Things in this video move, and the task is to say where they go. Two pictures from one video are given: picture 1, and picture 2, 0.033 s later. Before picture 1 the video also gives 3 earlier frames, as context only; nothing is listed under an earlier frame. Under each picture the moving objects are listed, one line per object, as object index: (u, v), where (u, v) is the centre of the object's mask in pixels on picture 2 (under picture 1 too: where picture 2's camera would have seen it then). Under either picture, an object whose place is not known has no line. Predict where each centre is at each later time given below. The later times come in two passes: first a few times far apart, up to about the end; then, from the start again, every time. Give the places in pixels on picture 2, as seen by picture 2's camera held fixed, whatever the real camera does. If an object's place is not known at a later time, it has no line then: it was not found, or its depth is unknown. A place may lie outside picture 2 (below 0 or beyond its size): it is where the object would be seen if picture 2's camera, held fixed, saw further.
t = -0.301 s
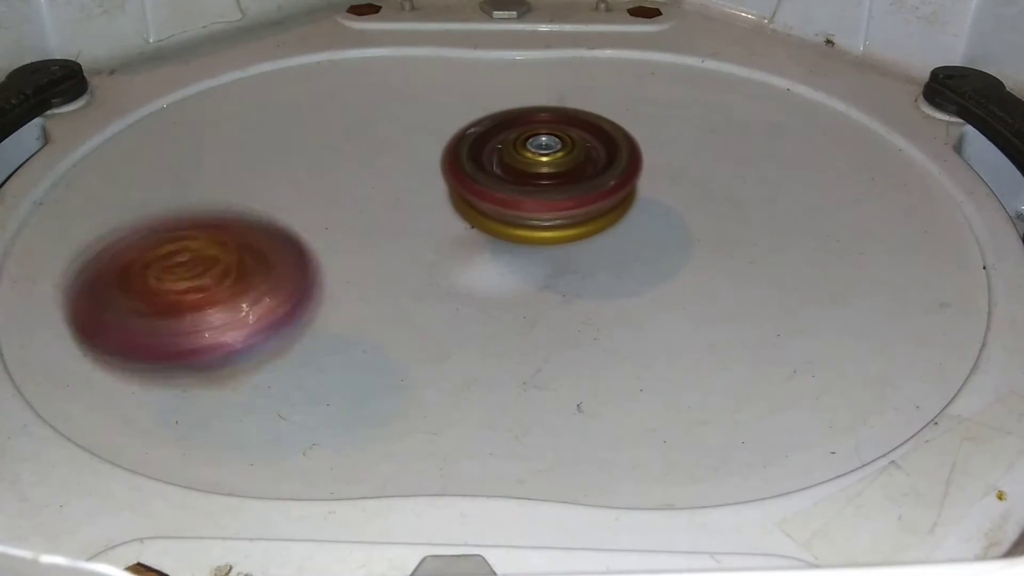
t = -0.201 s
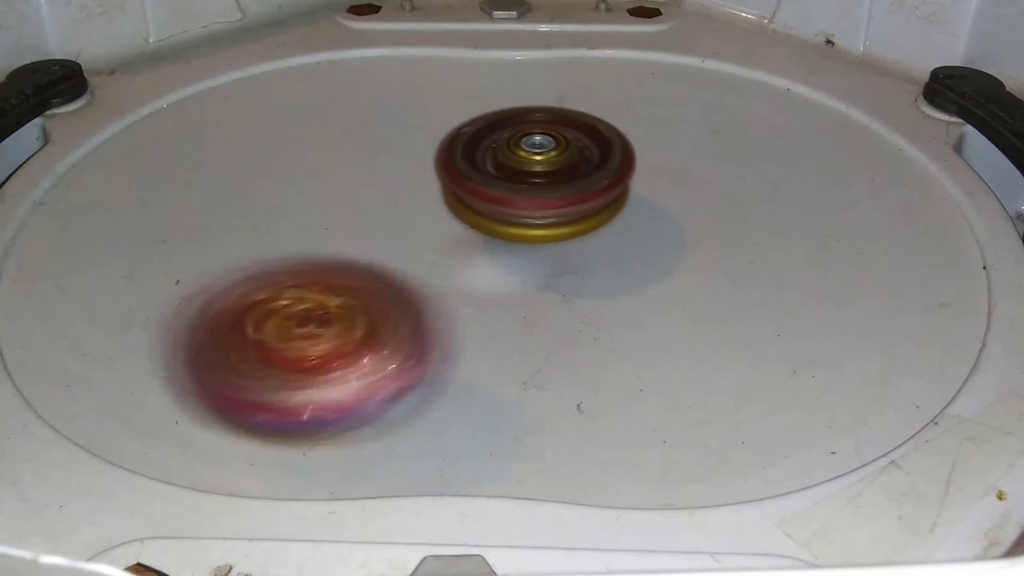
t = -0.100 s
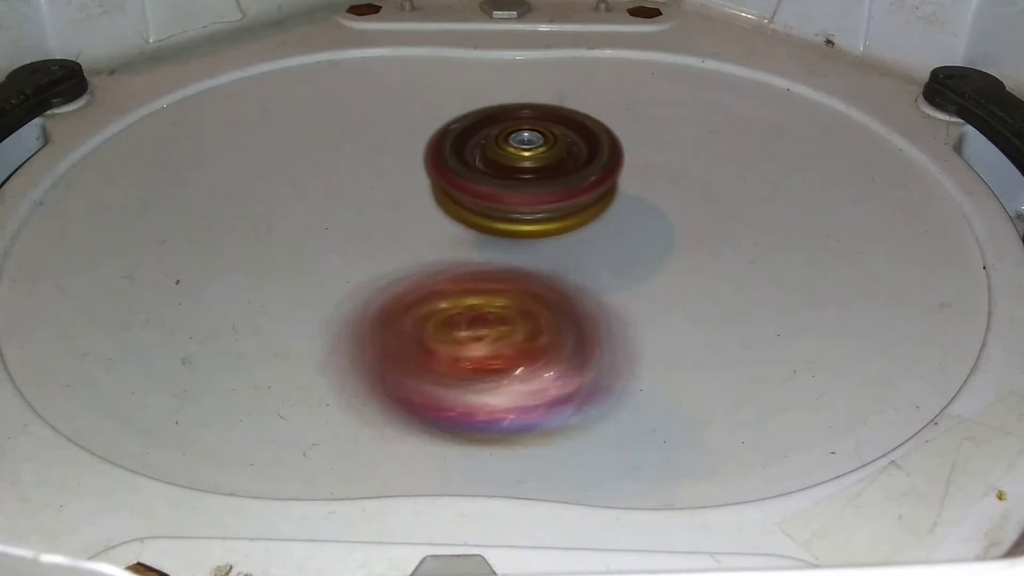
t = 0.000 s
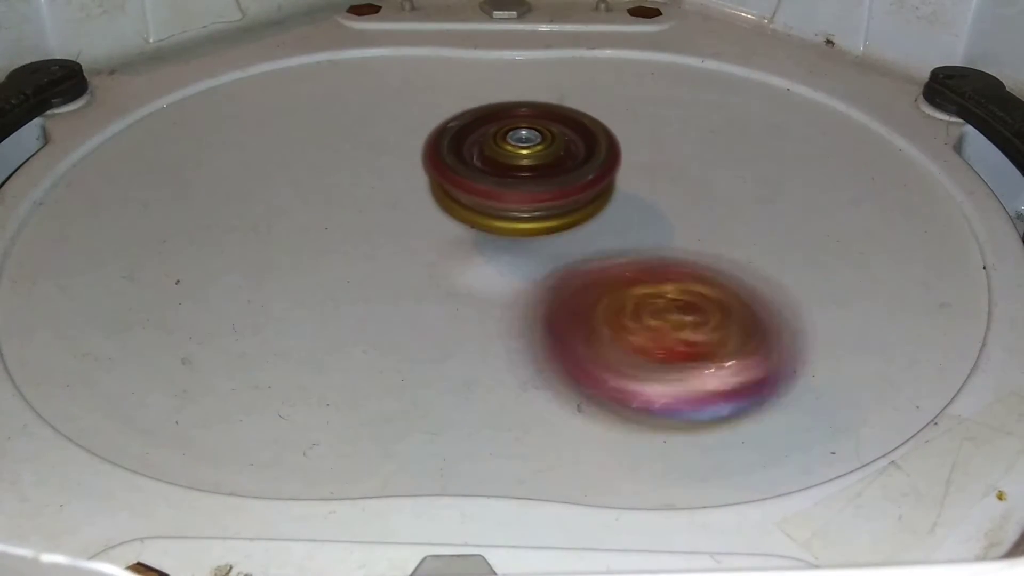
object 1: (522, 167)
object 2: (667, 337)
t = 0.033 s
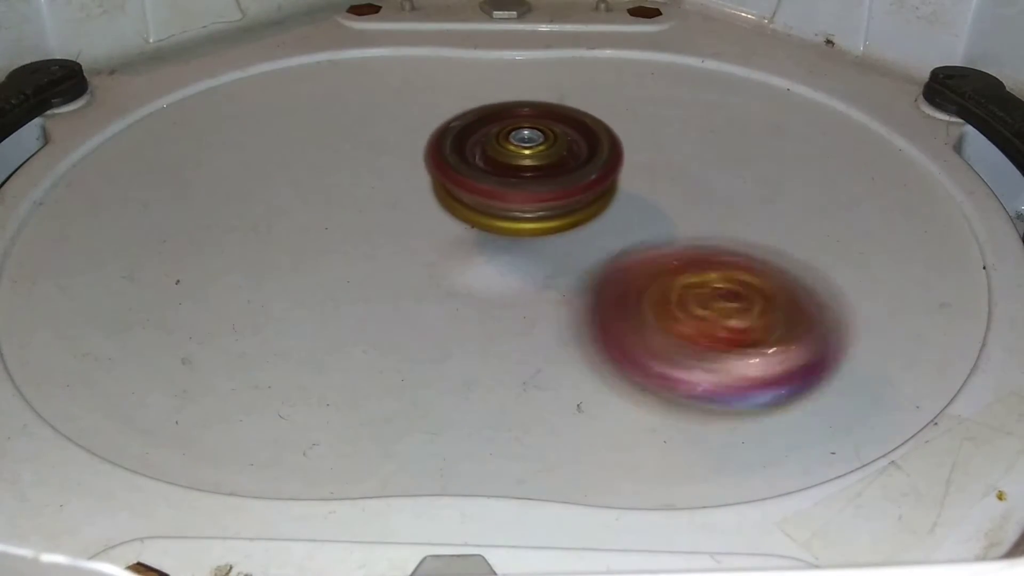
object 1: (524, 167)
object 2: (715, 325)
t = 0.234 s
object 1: (535, 173)
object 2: (826, 199)
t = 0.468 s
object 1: (528, 169)
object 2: (722, 76)
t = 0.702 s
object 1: (563, 192)
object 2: (507, 56)
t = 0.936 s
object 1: (557, 224)
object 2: (304, 133)
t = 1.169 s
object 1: (520, 234)
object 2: (269, 278)
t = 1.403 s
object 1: (532, 208)
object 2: (526, 346)
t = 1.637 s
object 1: (548, 220)
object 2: (792, 272)
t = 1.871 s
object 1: (549, 210)
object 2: (765, 146)
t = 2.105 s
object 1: (556, 207)
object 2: (615, 75)
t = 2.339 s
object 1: (555, 194)
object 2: (417, 85)
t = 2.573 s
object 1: (552, 189)
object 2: (279, 167)
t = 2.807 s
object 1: (556, 187)
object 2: (304, 286)
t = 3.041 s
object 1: (545, 177)
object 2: (547, 327)
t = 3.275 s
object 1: (548, 178)
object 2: (753, 264)
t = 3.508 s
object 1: (535, 172)
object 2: (766, 158)
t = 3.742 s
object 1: (550, 179)
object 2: (662, 88)
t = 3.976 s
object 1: (556, 203)
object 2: (505, 86)
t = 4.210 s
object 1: (558, 199)
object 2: (361, 143)
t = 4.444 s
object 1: (543, 222)
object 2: (285, 227)
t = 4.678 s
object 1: (541, 216)
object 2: (341, 309)
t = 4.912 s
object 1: (584, 173)
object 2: (459, 361)
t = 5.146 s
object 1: (628, 143)
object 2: (593, 376)
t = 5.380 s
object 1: (642, 130)
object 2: (665, 301)
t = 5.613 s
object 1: (618, 131)
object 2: (742, 234)
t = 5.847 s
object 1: (576, 157)
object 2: (846, 187)
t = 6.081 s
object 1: (466, 173)
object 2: (866, 171)
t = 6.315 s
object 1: (396, 176)
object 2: (745, 182)
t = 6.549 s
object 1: (394, 182)
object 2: (677, 148)
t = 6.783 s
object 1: (424, 198)
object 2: (672, 97)
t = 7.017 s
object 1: (464, 233)
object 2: (702, 84)
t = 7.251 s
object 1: (480, 232)
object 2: (660, 126)
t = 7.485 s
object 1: (561, 215)
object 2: (590, 114)
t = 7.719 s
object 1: (622, 213)
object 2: (556, 83)
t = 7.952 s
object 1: (640, 212)
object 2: (544, 89)
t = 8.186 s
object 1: (675, 239)
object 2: (534, 118)
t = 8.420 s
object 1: (658, 262)
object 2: (464, 141)
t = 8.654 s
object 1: (593, 258)
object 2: (420, 136)
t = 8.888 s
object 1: (520, 228)
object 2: (390, 157)
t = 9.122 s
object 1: (554, 215)
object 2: (359, 152)
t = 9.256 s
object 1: (553, 214)
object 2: (370, 149)
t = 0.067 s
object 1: (528, 168)
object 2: (751, 308)
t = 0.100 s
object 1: (532, 169)
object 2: (780, 288)
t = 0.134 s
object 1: (534, 171)
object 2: (801, 268)
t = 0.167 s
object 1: (535, 171)
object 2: (816, 244)
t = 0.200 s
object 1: (536, 172)
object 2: (823, 221)
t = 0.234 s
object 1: (535, 173)
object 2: (826, 199)
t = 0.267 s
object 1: (533, 173)
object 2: (822, 177)
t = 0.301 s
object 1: (530, 172)
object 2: (815, 157)
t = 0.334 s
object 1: (527, 171)
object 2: (803, 138)
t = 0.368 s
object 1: (524, 170)
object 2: (788, 120)
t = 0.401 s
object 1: (522, 169)
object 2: (768, 103)
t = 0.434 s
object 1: (524, 169)
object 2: (746, 89)
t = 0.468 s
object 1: (528, 169)
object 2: (722, 76)
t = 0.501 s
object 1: (533, 170)
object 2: (696, 66)
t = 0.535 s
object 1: (539, 172)
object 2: (666, 57)
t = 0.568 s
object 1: (545, 175)
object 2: (637, 51)
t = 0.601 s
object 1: (551, 178)
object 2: (605, 48)
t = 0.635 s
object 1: (555, 182)
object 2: (573, 48)
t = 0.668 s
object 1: (560, 186)
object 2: (540, 50)
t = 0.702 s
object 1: (563, 192)
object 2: (507, 56)
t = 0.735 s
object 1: (565, 197)
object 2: (472, 64)
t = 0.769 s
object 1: (565, 203)
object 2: (438, 72)
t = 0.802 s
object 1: (565, 208)
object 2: (405, 80)
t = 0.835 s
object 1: (564, 213)
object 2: (375, 90)
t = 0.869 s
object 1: (562, 217)
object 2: (347, 103)
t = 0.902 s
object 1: (560, 221)
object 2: (324, 117)
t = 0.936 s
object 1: (557, 224)
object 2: (304, 133)
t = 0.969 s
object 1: (554, 227)
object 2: (287, 151)
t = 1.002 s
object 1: (550, 229)
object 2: (272, 170)
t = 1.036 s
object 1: (546, 230)
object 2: (262, 190)
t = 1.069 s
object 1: (540, 232)
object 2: (257, 210)
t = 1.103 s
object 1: (535, 233)
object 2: (255, 231)
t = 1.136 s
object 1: (529, 234)
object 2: (258, 253)
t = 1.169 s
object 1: (520, 234)
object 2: (269, 278)
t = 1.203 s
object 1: (509, 234)
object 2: (285, 295)
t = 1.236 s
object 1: (503, 232)
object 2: (309, 313)
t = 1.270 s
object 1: (504, 228)
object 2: (342, 328)
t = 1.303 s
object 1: (507, 222)
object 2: (382, 337)
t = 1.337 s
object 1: (511, 217)
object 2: (426, 341)
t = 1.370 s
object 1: (520, 212)
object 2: (476, 344)
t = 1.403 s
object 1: (532, 208)
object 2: (526, 346)
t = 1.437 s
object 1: (543, 208)
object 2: (578, 348)
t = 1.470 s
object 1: (547, 208)
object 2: (629, 345)
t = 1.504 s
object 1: (549, 211)
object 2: (676, 338)
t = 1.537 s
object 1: (550, 213)
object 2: (719, 326)
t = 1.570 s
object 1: (551, 216)
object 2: (751, 313)
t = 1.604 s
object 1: (550, 218)
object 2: (775, 293)
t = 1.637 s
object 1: (548, 220)
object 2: (792, 272)
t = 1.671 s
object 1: (545, 221)
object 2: (802, 251)
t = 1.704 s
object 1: (541, 223)
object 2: (806, 231)
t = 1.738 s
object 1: (537, 223)
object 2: (805, 211)
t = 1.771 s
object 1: (534, 222)
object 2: (799, 195)
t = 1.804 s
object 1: (537, 219)
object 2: (791, 177)
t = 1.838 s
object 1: (543, 214)
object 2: (780, 162)
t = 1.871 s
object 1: (549, 210)
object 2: (765, 146)
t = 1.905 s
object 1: (553, 207)
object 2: (748, 131)
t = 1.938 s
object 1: (554, 206)
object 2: (729, 118)
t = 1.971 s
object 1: (555, 205)
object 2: (708, 107)
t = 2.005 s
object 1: (556, 205)
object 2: (686, 96)
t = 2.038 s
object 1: (556, 206)
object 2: (663, 88)
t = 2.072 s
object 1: (556, 206)
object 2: (639, 81)
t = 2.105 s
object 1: (556, 207)
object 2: (615, 75)
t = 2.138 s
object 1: (555, 207)
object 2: (587, 71)
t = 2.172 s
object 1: (554, 206)
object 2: (559, 69)
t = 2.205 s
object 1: (553, 204)
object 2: (530, 70)
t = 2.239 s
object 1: (553, 200)
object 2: (500, 72)
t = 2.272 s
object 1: (553, 196)
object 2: (472, 76)
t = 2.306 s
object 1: (554, 194)
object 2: (445, 80)
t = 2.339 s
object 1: (555, 194)
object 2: (417, 85)
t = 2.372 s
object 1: (556, 195)
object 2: (390, 91)
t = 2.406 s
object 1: (557, 196)
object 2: (365, 100)
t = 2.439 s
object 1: (557, 197)
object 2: (341, 111)
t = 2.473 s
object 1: (556, 198)
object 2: (320, 123)
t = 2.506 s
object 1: (553, 199)
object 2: (303, 137)
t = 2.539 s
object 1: (552, 195)
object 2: (290, 151)
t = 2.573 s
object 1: (552, 189)
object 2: (279, 167)
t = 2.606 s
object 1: (553, 185)
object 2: (270, 182)
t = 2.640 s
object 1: (554, 183)
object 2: (264, 199)
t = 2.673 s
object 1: (555, 183)
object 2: (262, 218)
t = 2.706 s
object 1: (555, 184)
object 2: (265, 236)
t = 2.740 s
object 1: (557, 185)
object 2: (273, 255)
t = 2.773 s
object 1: (557, 186)
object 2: (286, 272)
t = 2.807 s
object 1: (556, 187)
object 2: (304, 286)
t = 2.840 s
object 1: (555, 188)
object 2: (323, 298)
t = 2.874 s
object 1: (554, 189)
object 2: (354, 311)
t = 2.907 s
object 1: (553, 188)
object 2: (387, 318)
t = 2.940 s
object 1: (552, 185)
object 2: (423, 322)
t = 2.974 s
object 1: (551, 182)
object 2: (458, 324)
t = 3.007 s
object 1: (548, 179)
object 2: (503, 326)
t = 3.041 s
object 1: (545, 177)
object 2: (547, 327)
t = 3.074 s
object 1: (543, 175)
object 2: (589, 326)
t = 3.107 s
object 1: (541, 174)
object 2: (622, 323)
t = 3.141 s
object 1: (542, 174)
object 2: (659, 315)
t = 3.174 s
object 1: (544, 174)
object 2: (690, 305)
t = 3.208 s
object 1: (546, 175)
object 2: (715, 292)
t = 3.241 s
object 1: (548, 177)
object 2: (735, 278)
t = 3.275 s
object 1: (548, 178)
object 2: (753, 264)
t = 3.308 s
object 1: (547, 178)
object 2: (765, 248)
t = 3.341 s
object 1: (545, 177)
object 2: (773, 230)
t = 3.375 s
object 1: (542, 176)
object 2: (777, 216)
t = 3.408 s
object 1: (539, 174)
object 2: (779, 199)
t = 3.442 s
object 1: (537, 173)
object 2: (777, 184)
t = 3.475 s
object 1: (536, 172)
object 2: (771, 170)
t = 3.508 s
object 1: (535, 172)
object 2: (766, 158)
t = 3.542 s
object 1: (536, 172)
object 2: (756, 144)
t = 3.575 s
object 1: (537, 172)
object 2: (744, 132)
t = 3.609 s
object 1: (539, 172)
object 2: (732, 122)
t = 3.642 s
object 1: (543, 174)
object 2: (716, 112)
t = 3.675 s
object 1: (546, 176)
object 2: (699, 103)
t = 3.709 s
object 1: (548, 178)
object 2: (681, 95)
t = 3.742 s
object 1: (550, 179)
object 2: (662, 88)
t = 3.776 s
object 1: (551, 181)
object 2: (641, 81)
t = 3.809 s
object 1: (553, 182)
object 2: (618, 76)
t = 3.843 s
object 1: (555, 185)
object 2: (597, 75)
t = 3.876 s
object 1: (557, 189)
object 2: (573, 76)
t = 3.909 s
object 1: (558, 193)
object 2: (549, 77)
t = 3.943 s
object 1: (558, 198)
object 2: (528, 81)
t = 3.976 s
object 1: (556, 203)
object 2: (505, 86)
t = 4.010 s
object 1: (555, 203)
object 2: (479, 91)
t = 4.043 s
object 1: (554, 203)
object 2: (458, 99)
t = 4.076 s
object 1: (553, 201)
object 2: (436, 107)
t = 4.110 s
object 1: (554, 197)
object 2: (414, 115)
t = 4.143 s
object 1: (555, 195)
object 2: (396, 124)
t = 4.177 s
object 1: (557, 196)
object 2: (379, 133)
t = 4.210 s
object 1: (558, 199)
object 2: (361, 143)
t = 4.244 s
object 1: (557, 203)
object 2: (346, 154)
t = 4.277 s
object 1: (557, 206)
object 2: (335, 165)
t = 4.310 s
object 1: (556, 208)
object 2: (321, 176)
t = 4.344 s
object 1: (555, 212)
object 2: (309, 188)
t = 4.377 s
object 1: (553, 215)
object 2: (301, 200)
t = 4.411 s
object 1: (549, 219)
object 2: (291, 214)
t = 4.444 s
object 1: (543, 222)
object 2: (285, 227)
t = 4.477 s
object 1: (537, 225)
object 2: (282, 240)
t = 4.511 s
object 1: (531, 226)
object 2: (279, 254)
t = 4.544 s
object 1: (527, 226)
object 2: (284, 267)
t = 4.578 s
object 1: (526, 225)
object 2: (292, 280)
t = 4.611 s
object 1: (530, 223)
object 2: (303, 292)
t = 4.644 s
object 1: (535, 219)
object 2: (321, 301)
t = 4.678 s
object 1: (541, 216)
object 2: (341, 309)
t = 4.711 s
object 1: (547, 213)
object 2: (369, 315)
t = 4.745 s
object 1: (552, 211)
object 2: (397, 317)
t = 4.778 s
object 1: (557, 208)
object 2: (427, 315)
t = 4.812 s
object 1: (559, 204)
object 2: (449, 316)
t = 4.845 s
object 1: (566, 193)
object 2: (446, 341)
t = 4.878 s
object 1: (575, 181)
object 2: (449, 353)
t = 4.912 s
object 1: (584, 173)
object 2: (459, 361)
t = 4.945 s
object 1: (593, 167)
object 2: (469, 370)
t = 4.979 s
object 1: (601, 162)
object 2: (482, 377)
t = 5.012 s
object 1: (608, 158)
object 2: (498, 385)
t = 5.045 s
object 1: (614, 154)
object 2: (519, 389)
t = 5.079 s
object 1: (619, 150)
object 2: (546, 390)
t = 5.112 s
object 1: (624, 147)
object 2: (573, 384)
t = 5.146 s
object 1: (628, 143)
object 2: (593, 376)
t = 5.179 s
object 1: (632, 141)
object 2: (612, 366)
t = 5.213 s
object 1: (635, 138)
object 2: (625, 354)
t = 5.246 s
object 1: (637, 135)
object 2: (634, 342)
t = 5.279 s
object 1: (639, 133)
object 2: (643, 331)
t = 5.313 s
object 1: (641, 132)
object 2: (650, 321)
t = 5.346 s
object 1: (641, 131)
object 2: (658, 311)
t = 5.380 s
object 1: (642, 130)
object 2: (665, 301)
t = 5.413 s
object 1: (642, 130)
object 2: (674, 291)
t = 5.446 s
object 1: (641, 129)
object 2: (683, 282)
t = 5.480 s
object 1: (638, 128)
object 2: (694, 272)
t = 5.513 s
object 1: (634, 127)
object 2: (704, 263)
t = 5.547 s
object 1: (629, 126)
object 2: (716, 253)
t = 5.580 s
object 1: (624, 128)
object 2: (729, 243)
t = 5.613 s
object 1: (618, 131)
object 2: (742, 234)
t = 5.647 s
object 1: (614, 135)
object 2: (756, 226)
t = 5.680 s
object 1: (610, 139)
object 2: (771, 217)
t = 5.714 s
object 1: (607, 143)
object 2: (785, 210)
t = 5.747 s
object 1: (602, 146)
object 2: (799, 203)
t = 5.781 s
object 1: (594, 150)
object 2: (814, 197)
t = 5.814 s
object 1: (585, 153)
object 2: (830, 192)
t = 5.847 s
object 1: (576, 157)
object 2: (846, 187)
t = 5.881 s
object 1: (567, 161)
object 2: (860, 183)
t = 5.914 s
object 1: (557, 165)
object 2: (874, 179)
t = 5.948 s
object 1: (547, 169)
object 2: (883, 177)
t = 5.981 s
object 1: (538, 173)
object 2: (889, 175)
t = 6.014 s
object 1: (525, 175)
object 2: (886, 172)
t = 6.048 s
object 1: (501, 173)
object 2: (880, 171)
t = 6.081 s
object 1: (466, 173)
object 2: (866, 171)
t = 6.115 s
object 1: (435, 174)
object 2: (846, 172)
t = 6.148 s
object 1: (419, 175)
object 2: (829, 174)
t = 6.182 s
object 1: (411, 175)
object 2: (811, 176)
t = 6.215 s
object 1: (406, 175)
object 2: (791, 178)
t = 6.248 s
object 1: (401, 175)
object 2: (774, 180)
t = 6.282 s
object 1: (399, 175)
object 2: (760, 181)
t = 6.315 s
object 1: (396, 176)
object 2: (745, 182)
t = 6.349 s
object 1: (394, 176)
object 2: (733, 179)
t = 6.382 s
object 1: (392, 176)
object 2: (719, 176)
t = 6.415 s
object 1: (392, 177)
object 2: (707, 172)
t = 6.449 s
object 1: (392, 178)
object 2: (697, 167)
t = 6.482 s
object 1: (392, 179)
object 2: (688, 162)
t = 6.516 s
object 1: (392, 180)
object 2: (684, 156)
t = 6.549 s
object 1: (394, 182)
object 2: (677, 148)
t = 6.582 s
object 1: (396, 184)
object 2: (672, 141)
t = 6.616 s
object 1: (399, 186)
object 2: (668, 132)
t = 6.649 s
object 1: (403, 188)
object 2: (666, 126)
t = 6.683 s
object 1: (407, 191)
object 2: (667, 119)
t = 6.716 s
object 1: (412, 193)
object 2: (667, 111)
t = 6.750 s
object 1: (418, 196)
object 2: (668, 103)
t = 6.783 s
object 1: (424, 198)
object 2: (672, 97)
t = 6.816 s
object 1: (431, 200)
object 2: (678, 91)
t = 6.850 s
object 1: (438, 208)
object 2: (685, 86)
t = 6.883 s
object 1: (449, 221)
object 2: (692, 82)
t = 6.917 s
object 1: (459, 228)
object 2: (696, 80)
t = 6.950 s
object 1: (463, 231)
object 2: (701, 80)
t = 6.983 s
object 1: (463, 232)
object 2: (703, 81)
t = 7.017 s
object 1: (464, 233)
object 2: (702, 84)
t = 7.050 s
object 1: (464, 233)
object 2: (701, 88)
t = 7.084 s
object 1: (466, 234)
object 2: (694, 97)
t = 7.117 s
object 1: (468, 234)
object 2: (688, 104)
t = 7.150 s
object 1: (471, 234)
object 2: (680, 110)
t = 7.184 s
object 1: (473, 234)
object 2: (673, 115)
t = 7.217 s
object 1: (476, 233)
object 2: (667, 121)
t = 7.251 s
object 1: (480, 232)
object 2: (660, 126)
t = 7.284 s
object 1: (486, 230)
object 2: (651, 129)
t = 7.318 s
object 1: (498, 228)
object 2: (644, 131)
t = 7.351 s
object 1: (513, 226)
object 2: (634, 131)
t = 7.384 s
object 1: (530, 222)
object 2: (624, 128)
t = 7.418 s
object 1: (543, 219)
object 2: (612, 124)
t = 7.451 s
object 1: (552, 217)
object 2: (603, 121)
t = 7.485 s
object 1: (561, 215)
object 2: (590, 114)
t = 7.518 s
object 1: (571, 213)
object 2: (577, 111)
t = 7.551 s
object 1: (580, 211)
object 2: (570, 109)
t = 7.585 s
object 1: (589, 208)
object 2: (566, 104)
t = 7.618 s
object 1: (599, 210)
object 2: (561, 101)
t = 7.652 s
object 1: (609, 213)
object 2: (560, 95)
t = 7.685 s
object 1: (616, 213)
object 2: (556, 88)
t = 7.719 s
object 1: (622, 213)
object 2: (556, 83)
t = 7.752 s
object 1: (627, 214)
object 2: (556, 79)
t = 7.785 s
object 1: (631, 214)
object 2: (557, 82)
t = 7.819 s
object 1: (634, 214)
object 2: (555, 79)
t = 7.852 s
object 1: (637, 213)
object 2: (551, 83)
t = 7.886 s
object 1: (639, 213)
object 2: (545, 86)
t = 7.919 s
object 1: (639, 213)
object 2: (542, 86)
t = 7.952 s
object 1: (640, 212)
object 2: (544, 89)
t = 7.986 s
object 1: (641, 212)
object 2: (549, 96)
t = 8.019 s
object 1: (642, 212)
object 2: (548, 105)
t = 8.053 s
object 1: (642, 211)
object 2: (554, 111)
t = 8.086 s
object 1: (645, 213)
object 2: (558, 121)
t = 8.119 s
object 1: (664, 226)
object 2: (549, 125)
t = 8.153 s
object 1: (673, 234)
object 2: (542, 118)
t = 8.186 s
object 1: (675, 239)
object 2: (534, 118)
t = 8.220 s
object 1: (676, 243)
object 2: (519, 120)
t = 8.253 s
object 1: (676, 247)
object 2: (510, 123)
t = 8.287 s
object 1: (675, 251)
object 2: (498, 128)
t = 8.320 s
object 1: (672, 254)
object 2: (490, 132)
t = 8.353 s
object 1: (668, 257)
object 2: (482, 137)
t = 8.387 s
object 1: (664, 260)
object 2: (474, 139)
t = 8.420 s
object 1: (658, 262)
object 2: (464, 141)
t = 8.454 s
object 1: (650, 263)
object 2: (458, 141)
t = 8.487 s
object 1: (642, 264)
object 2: (449, 141)
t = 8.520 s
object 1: (633, 264)
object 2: (439, 140)
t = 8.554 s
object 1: (623, 263)
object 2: (433, 140)
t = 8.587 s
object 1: (613, 262)
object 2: (427, 138)
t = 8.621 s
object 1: (604, 260)
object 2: (423, 137)
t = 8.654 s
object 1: (593, 258)
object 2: (420, 136)
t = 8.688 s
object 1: (582, 255)
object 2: (417, 133)
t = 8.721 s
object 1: (570, 252)
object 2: (418, 134)
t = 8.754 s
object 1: (559, 248)
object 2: (416, 137)
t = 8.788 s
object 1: (549, 243)
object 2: (413, 140)
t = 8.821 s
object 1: (539, 238)
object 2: (411, 143)
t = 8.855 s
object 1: (529, 233)
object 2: (400, 151)
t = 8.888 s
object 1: (520, 228)
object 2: (390, 157)
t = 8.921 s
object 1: (522, 225)
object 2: (379, 160)
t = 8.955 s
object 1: (529, 221)
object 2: (369, 162)
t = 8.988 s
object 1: (539, 216)
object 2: (367, 162)
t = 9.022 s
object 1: (552, 215)
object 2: (362, 163)
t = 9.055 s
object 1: (554, 214)
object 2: (362, 157)
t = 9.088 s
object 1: (554, 214)
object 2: (359, 152)
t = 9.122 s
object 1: (554, 215)
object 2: (359, 152)
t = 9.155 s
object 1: (555, 215)
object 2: (362, 150)
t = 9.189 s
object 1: (555, 215)
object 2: (368, 148)
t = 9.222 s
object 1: (554, 214)
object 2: (368, 150)
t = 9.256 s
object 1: (553, 214)
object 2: (370, 149)
